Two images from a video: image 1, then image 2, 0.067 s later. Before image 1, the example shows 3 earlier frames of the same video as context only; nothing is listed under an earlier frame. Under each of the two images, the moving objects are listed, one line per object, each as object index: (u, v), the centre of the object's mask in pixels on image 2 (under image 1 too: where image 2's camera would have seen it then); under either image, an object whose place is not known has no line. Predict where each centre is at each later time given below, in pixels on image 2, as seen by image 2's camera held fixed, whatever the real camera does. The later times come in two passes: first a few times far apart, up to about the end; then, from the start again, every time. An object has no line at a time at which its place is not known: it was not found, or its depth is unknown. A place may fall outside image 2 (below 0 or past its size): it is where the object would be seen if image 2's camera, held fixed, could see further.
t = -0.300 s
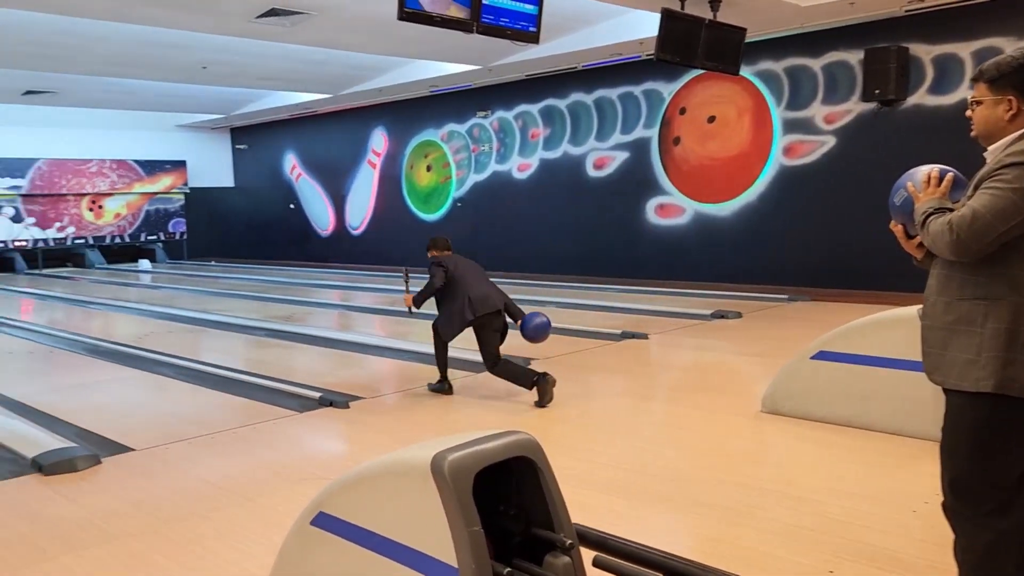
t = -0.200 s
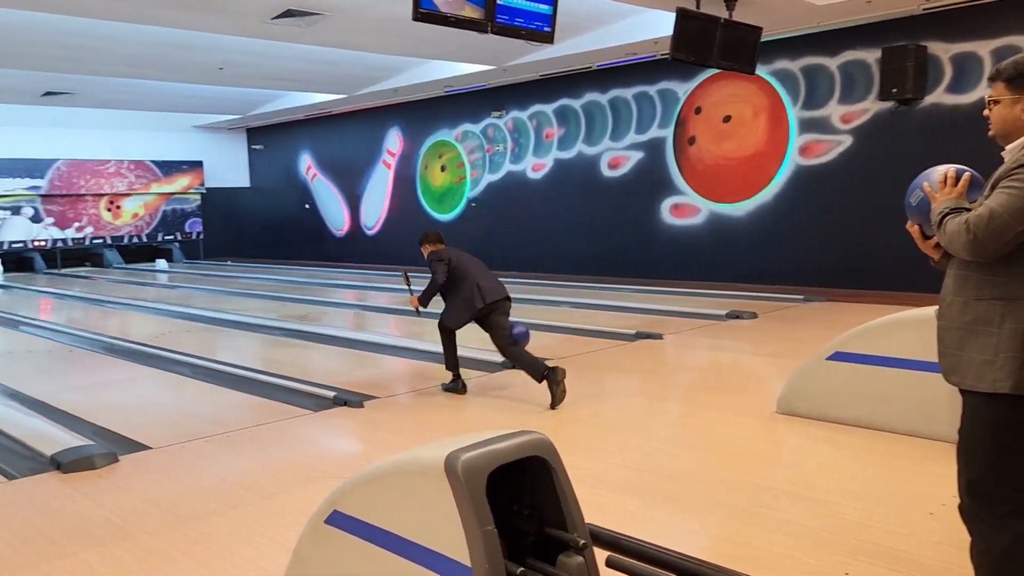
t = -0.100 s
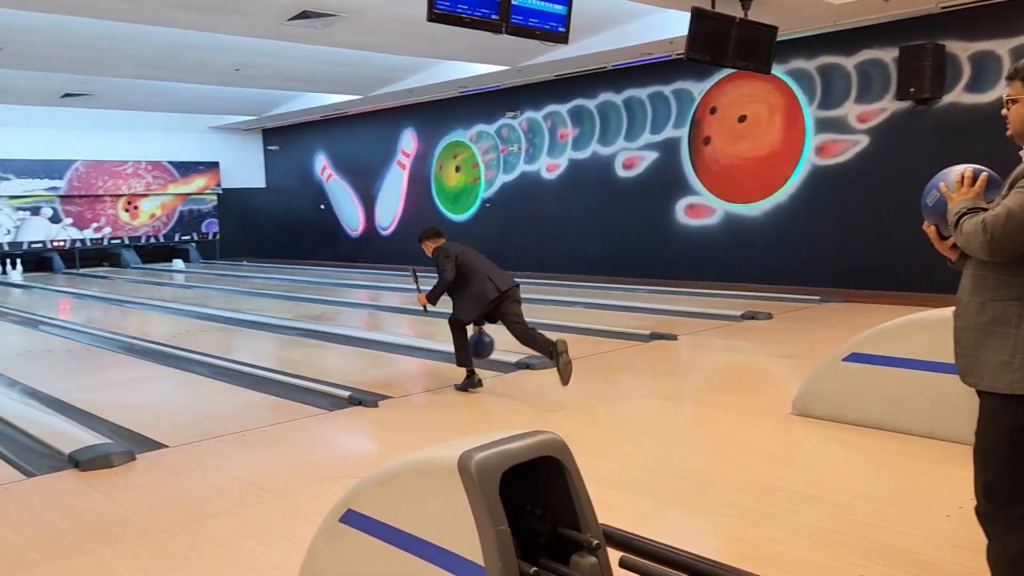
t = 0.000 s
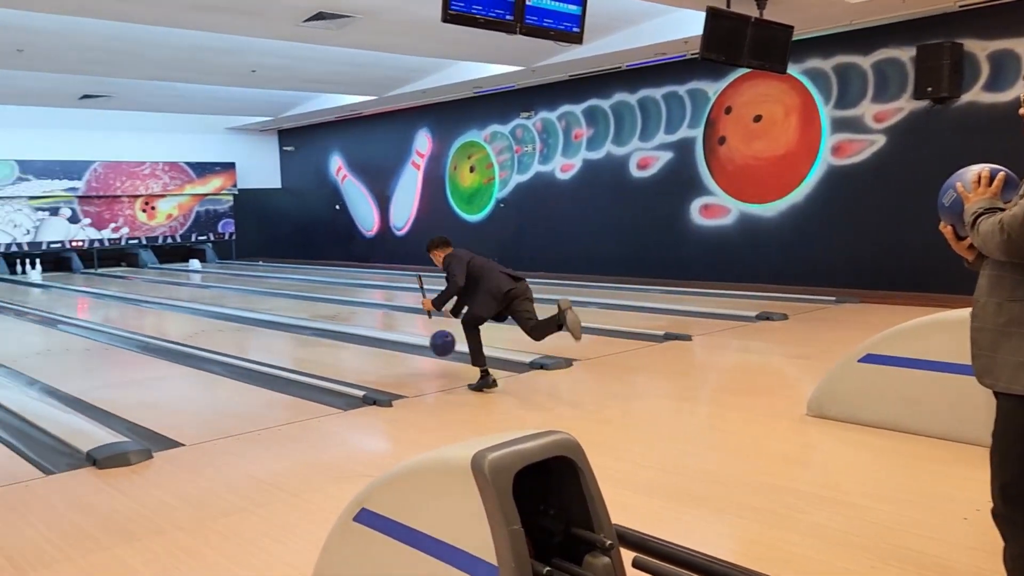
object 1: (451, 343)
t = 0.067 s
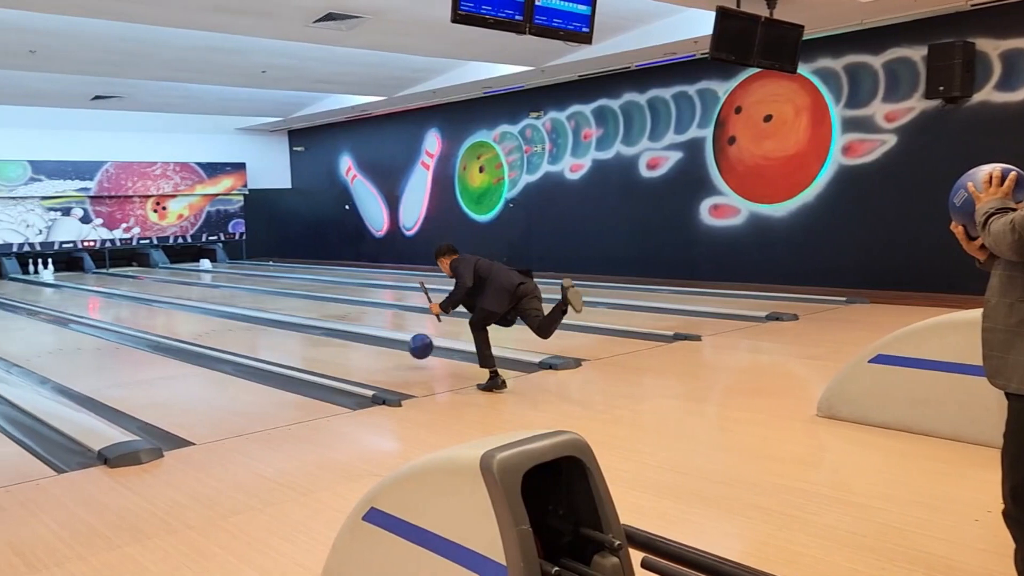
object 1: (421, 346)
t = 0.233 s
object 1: (353, 344)
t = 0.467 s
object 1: (278, 332)
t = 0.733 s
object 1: (212, 321)
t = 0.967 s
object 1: (166, 313)
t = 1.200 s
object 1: (128, 307)
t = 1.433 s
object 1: (97, 302)
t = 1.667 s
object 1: (71, 298)
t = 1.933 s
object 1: (45, 294)
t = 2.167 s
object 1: (26, 291)
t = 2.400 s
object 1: (9, 288)
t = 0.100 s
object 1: (406, 350)
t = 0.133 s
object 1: (392, 351)
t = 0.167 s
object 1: (379, 349)
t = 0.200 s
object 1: (366, 346)
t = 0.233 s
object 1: (353, 344)
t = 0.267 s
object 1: (341, 343)
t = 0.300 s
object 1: (329, 341)
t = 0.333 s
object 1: (318, 339)
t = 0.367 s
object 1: (308, 337)
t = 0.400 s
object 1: (297, 335)
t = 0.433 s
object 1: (287, 334)
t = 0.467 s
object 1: (278, 332)
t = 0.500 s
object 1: (269, 330)
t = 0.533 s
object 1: (260, 329)
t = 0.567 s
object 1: (251, 327)
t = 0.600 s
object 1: (243, 326)
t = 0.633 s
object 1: (235, 324)
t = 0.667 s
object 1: (227, 323)
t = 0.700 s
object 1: (219, 322)
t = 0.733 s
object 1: (212, 321)
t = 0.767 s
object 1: (205, 320)
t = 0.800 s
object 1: (198, 318)
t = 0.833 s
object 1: (191, 317)
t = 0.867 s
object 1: (185, 316)
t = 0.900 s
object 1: (178, 315)
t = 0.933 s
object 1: (172, 314)
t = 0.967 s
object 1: (166, 313)
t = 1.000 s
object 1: (161, 312)
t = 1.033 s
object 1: (155, 311)
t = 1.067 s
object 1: (149, 310)
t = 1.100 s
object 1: (144, 309)
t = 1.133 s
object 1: (139, 308)
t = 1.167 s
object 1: (134, 308)
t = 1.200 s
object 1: (128, 307)
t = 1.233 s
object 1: (124, 306)
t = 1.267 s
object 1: (119, 305)
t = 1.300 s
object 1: (114, 305)
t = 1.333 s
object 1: (110, 304)
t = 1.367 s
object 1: (106, 303)
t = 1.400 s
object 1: (101, 303)
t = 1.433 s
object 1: (97, 302)
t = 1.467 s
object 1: (93, 301)
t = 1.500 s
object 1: (89, 301)
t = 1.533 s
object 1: (85, 300)
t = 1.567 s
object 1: (82, 299)
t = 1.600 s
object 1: (78, 299)
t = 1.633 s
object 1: (74, 298)
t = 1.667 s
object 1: (71, 298)
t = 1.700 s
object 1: (67, 297)
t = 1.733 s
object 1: (64, 297)
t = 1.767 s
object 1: (61, 296)
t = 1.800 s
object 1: (57, 296)
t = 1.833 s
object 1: (54, 295)
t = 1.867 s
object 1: (51, 295)
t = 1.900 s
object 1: (48, 294)
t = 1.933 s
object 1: (45, 294)
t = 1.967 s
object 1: (42, 293)
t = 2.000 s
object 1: (39, 293)
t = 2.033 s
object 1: (37, 292)
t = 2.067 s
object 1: (34, 292)
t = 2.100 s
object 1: (32, 292)
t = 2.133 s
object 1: (29, 291)
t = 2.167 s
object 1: (26, 291)
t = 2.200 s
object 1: (24, 290)
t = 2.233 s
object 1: (21, 290)
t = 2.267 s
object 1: (19, 289)
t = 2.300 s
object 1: (16, 289)
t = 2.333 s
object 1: (14, 289)
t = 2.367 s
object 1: (12, 288)
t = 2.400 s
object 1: (9, 288)
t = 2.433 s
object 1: (7, 288)
